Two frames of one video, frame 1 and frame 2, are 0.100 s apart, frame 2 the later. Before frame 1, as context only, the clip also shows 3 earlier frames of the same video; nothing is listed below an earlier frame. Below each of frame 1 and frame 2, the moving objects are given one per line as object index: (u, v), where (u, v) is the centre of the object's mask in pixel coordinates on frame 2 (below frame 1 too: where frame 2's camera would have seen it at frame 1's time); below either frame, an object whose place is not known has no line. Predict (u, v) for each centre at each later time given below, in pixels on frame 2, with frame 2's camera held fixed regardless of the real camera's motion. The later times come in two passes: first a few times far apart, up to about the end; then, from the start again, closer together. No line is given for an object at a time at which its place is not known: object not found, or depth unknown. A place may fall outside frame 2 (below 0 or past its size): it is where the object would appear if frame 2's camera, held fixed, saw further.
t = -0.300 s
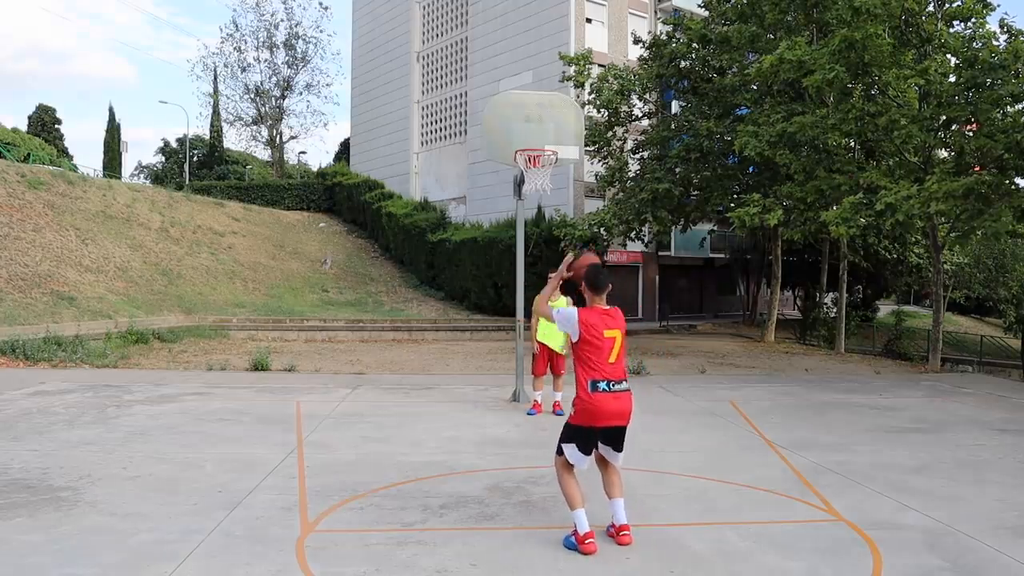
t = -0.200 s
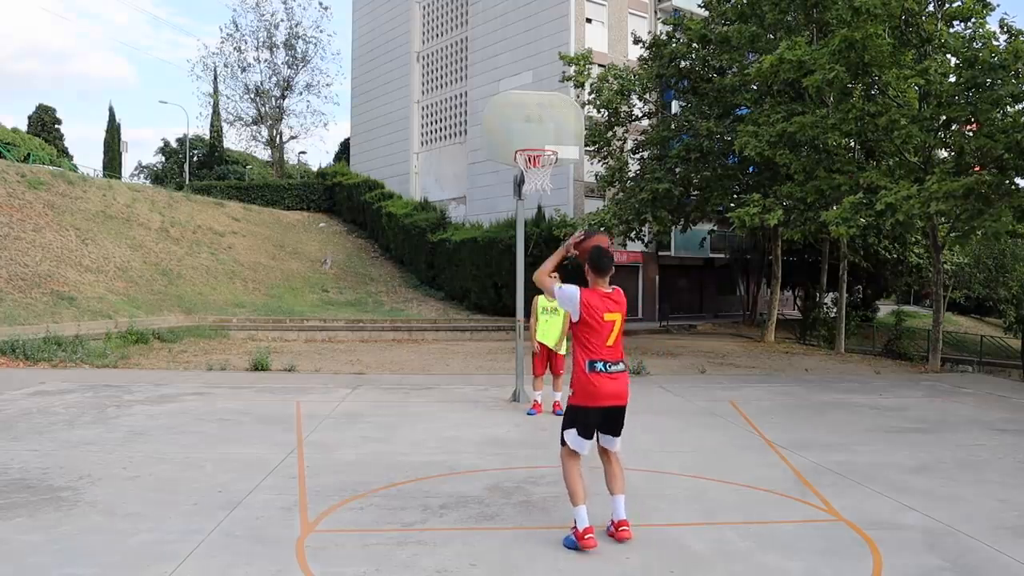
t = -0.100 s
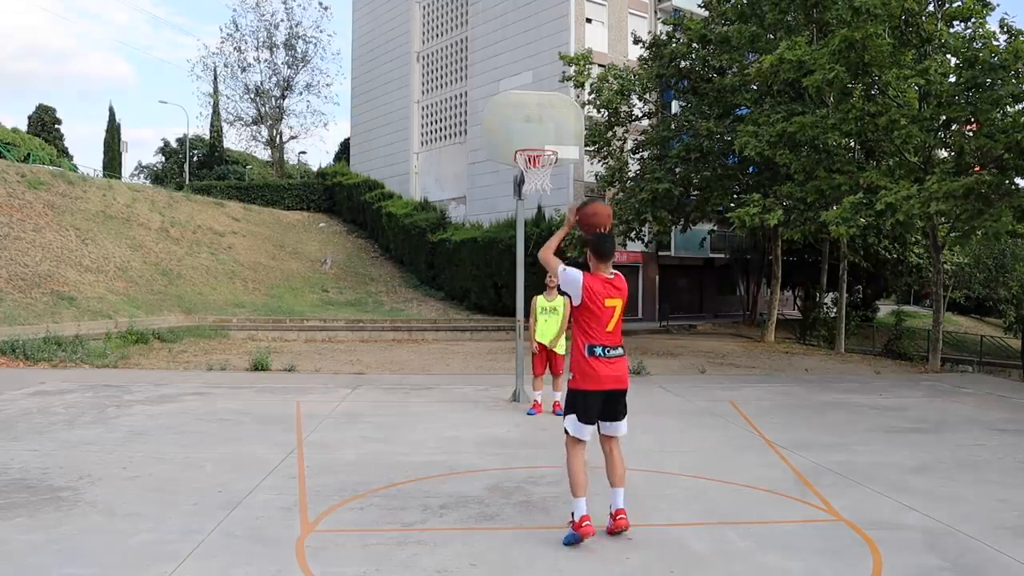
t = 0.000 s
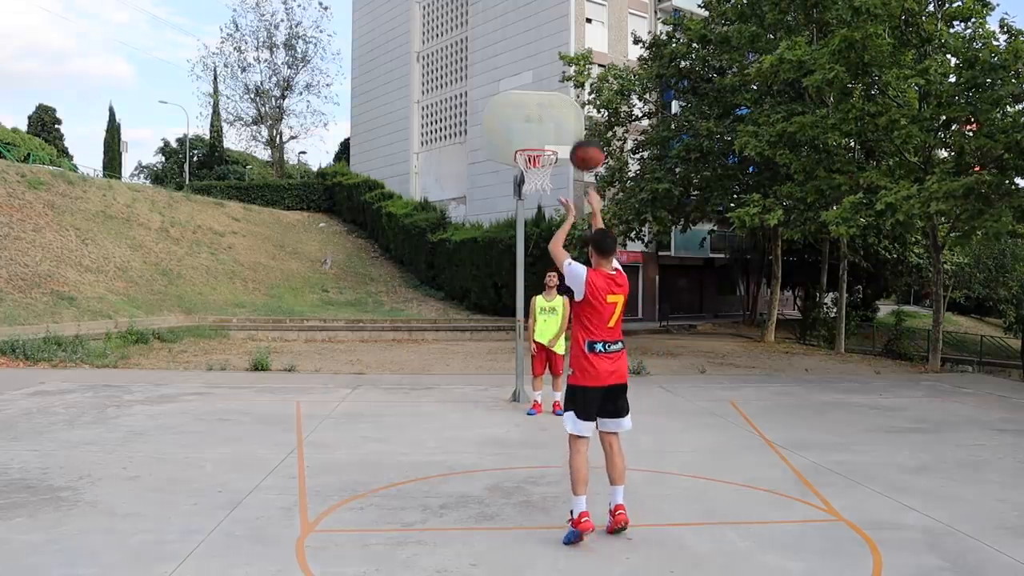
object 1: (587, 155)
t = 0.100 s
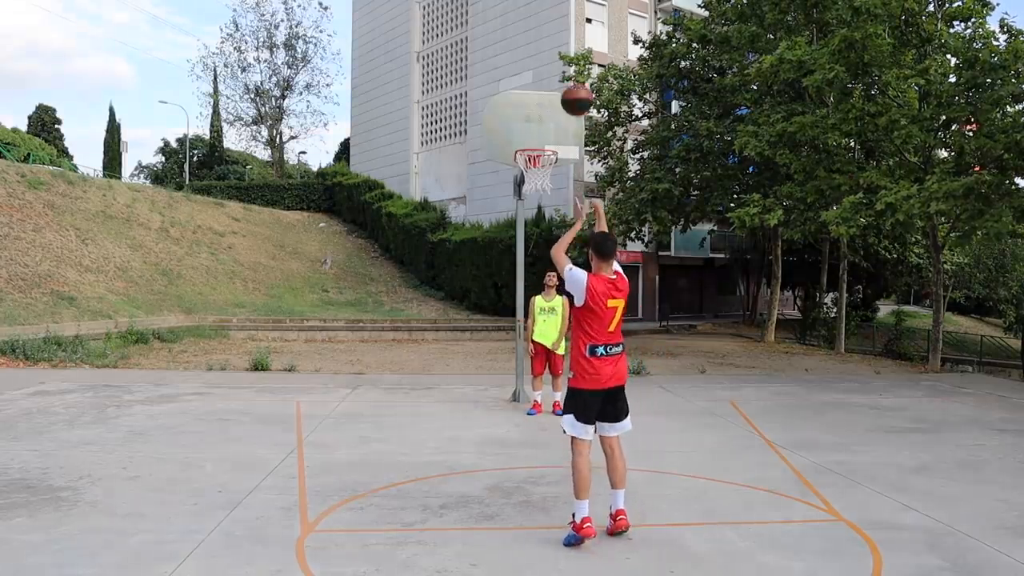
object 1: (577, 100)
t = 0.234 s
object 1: (565, 56)
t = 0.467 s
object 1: (550, 40)
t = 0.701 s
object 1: (537, 78)
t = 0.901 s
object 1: (528, 140)
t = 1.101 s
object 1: (543, 189)
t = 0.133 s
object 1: (573, 86)
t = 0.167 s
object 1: (571, 74)
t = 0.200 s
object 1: (568, 64)
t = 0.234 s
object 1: (565, 56)
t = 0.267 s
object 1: (563, 50)
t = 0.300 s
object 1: (560, 45)
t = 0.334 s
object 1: (558, 41)
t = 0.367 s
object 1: (556, 39)
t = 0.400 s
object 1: (554, 38)
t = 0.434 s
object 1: (551, 39)
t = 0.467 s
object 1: (550, 40)
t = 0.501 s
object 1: (548, 42)
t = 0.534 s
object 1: (546, 47)
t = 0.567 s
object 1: (544, 51)
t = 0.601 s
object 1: (543, 56)
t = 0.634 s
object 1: (541, 63)
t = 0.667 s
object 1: (539, 70)
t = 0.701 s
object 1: (537, 78)
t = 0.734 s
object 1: (536, 86)
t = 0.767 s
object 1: (534, 96)
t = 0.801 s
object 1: (533, 107)
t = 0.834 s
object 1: (531, 117)
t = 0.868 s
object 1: (530, 129)
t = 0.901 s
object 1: (528, 140)
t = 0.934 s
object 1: (528, 153)
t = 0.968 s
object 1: (530, 159)
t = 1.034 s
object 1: (536, 179)
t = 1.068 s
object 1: (539, 183)
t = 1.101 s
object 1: (543, 189)
